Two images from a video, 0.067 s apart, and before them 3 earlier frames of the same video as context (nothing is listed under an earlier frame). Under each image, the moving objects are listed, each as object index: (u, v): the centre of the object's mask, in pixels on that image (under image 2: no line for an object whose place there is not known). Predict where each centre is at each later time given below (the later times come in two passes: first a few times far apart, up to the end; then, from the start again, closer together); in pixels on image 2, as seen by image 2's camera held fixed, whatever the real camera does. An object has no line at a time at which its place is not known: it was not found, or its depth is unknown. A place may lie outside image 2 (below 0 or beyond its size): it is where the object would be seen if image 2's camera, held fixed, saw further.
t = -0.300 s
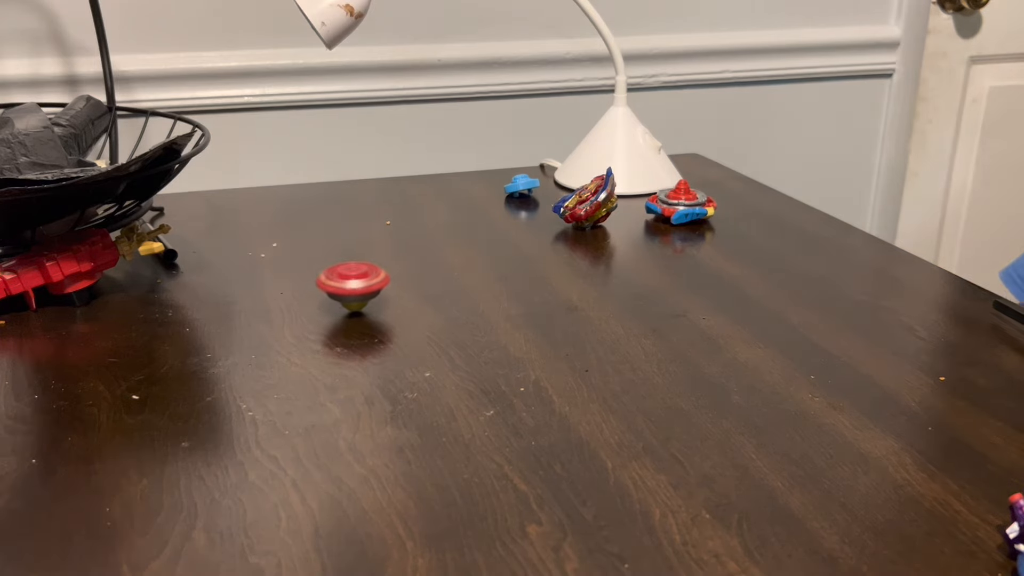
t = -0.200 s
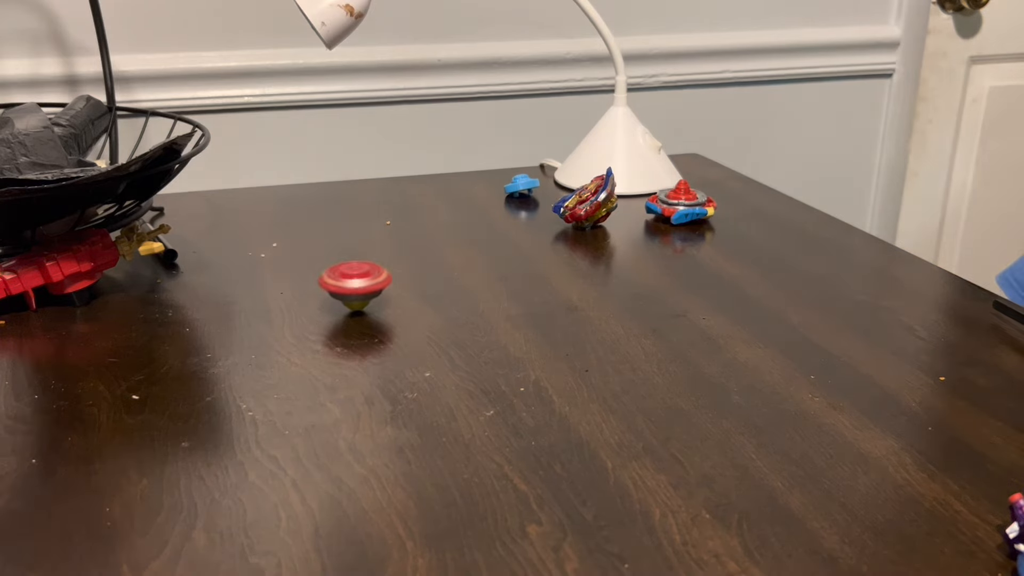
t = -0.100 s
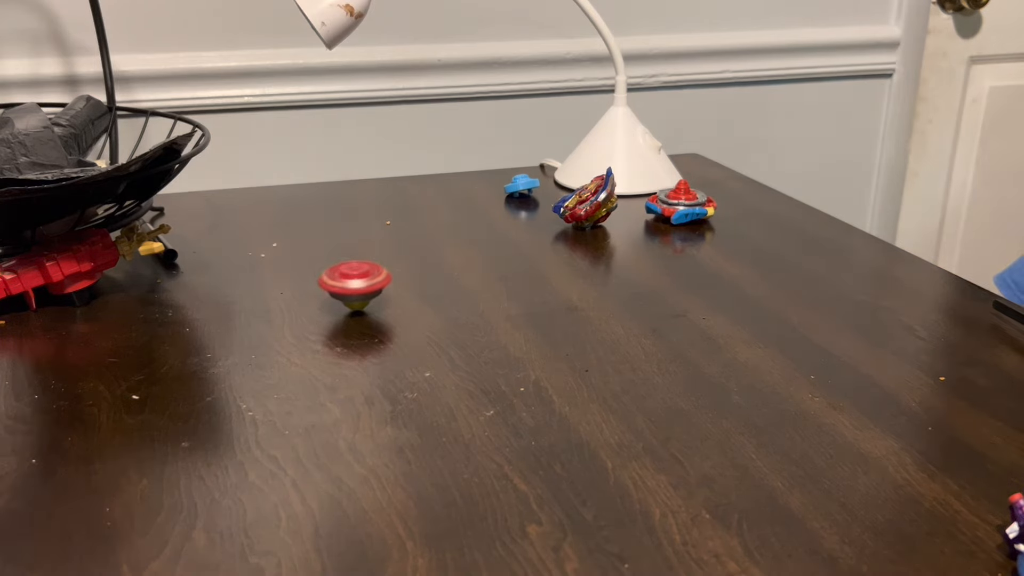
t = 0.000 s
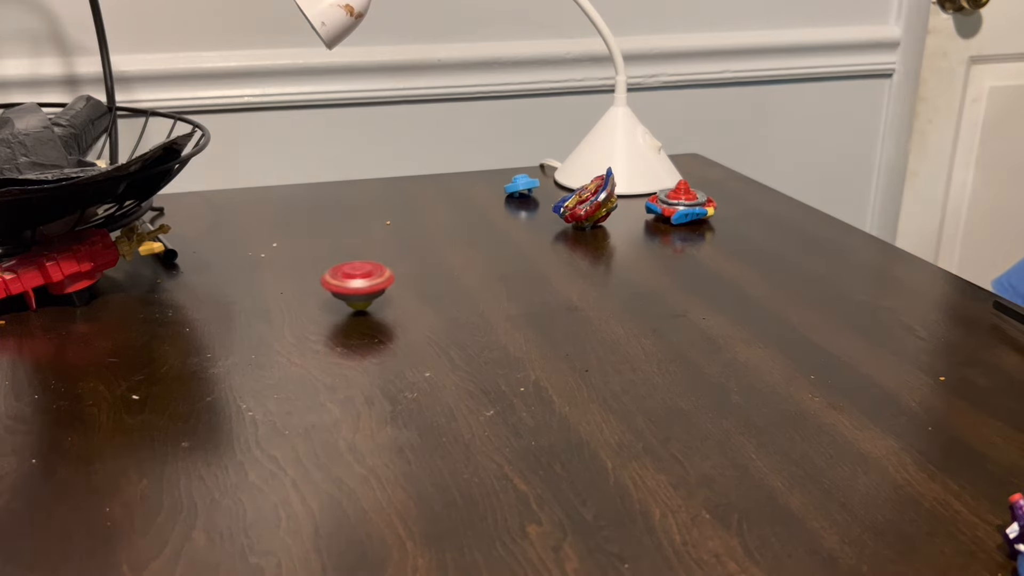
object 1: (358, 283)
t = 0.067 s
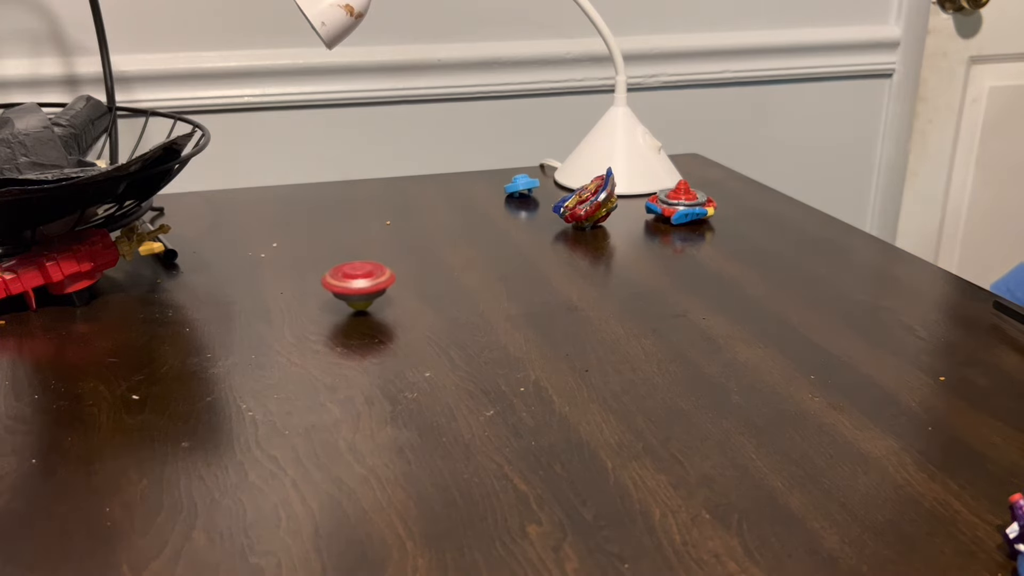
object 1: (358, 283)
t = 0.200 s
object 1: (362, 284)
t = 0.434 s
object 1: (366, 285)
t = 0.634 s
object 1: (366, 286)
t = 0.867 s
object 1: (362, 288)
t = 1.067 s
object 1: (360, 289)
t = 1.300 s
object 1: (359, 289)
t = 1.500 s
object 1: (359, 289)
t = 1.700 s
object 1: (359, 288)
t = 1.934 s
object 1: (358, 289)
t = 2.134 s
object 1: (358, 289)
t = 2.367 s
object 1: (357, 290)
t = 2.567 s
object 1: (356, 290)
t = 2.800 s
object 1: (354, 290)
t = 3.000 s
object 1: (350, 291)
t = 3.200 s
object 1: (348, 291)
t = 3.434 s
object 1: (344, 292)
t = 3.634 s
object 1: (341, 293)
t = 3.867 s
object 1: (337, 294)
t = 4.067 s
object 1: (334, 294)
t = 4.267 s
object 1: (331, 295)
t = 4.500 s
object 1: (328, 295)
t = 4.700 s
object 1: (329, 294)
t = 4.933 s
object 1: (328, 294)
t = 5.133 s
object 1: (328, 294)
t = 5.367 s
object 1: (327, 296)
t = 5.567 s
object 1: (326, 296)
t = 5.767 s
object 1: (324, 298)
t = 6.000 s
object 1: (317, 299)
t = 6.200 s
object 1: (312, 300)
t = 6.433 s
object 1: (305, 300)
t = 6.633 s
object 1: (300, 300)
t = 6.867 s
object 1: (296, 298)
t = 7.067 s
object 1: (295, 298)
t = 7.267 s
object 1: (297, 297)
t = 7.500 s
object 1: (298, 298)
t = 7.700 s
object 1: (300, 299)
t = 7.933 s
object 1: (300, 303)
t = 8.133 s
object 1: (298, 305)
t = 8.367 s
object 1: (294, 306)
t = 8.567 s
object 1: (288, 307)
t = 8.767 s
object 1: (282, 307)
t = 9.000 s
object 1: (279, 306)
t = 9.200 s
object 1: (280, 305)
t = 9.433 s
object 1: (283, 304)
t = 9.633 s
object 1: (286, 305)
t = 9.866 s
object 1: (285, 307)
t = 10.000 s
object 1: (282, 308)
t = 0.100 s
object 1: (359, 283)
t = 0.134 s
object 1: (360, 283)
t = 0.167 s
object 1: (361, 284)
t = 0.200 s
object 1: (362, 284)
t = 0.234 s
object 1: (363, 284)
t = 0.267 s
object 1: (364, 284)
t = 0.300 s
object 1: (364, 284)
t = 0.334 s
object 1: (365, 284)
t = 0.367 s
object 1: (366, 285)
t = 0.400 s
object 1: (366, 285)
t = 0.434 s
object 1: (366, 285)
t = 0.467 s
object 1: (365, 285)
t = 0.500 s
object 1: (365, 285)
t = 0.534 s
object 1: (365, 286)
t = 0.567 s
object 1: (366, 286)
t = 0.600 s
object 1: (366, 286)
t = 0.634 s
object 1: (366, 286)
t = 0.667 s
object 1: (365, 287)
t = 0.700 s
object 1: (364, 287)
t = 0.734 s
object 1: (364, 287)
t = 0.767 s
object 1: (364, 288)
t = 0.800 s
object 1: (364, 288)
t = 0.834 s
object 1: (363, 288)
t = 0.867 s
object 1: (362, 288)
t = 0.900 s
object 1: (361, 288)
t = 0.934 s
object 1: (361, 289)
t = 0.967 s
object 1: (361, 289)
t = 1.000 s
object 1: (361, 289)
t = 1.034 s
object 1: (360, 289)
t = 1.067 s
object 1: (360, 289)
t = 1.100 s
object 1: (360, 289)
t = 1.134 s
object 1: (360, 289)
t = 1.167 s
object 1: (360, 289)
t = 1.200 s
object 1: (359, 289)
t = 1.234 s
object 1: (358, 289)
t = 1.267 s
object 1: (358, 289)
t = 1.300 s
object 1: (359, 289)
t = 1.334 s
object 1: (358, 289)
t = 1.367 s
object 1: (358, 289)
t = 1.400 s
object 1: (358, 289)
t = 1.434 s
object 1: (358, 289)
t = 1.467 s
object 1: (358, 289)
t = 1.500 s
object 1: (359, 289)
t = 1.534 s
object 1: (359, 289)
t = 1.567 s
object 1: (358, 289)
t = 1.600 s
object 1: (358, 289)
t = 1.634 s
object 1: (359, 289)
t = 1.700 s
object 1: (359, 288)
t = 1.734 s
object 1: (358, 289)
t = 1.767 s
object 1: (358, 289)
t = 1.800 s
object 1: (359, 289)
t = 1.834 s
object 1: (359, 289)
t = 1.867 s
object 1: (359, 288)
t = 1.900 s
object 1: (358, 289)
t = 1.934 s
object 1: (358, 289)
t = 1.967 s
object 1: (358, 289)
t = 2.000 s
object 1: (359, 289)
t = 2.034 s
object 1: (358, 289)
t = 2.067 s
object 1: (358, 289)
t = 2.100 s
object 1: (358, 289)
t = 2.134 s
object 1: (358, 289)
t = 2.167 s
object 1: (358, 289)
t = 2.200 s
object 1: (358, 289)
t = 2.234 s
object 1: (357, 289)
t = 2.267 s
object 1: (357, 290)
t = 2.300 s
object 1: (357, 290)
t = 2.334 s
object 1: (358, 290)
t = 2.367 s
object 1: (357, 290)
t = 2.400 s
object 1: (357, 290)
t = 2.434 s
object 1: (356, 290)
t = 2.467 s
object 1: (357, 290)
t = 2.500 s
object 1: (357, 290)
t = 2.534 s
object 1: (356, 290)
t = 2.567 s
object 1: (356, 290)
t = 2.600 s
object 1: (356, 290)
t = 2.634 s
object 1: (356, 290)
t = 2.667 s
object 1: (355, 290)
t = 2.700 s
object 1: (354, 290)
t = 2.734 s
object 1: (354, 290)
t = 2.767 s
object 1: (354, 291)
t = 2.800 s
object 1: (354, 290)
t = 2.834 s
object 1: (353, 290)
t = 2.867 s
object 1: (352, 291)
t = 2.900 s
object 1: (352, 291)
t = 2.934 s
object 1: (352, 291)
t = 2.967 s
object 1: (351, 290)
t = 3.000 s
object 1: (350, 291)
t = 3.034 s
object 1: (350, 291)
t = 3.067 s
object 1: (350, 291)
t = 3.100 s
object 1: (350, 291)
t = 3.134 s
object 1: (349, 291)
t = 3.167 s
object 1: (348, 291)
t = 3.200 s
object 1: (348, 291)
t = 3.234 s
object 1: (348, 291)
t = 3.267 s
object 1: (347, 291)
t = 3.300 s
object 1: (346, 291)
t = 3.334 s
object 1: (346, 292)
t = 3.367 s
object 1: (347, 291)
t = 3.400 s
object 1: (345, 291)
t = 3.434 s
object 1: (344, 292)
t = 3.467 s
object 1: (344, 292)
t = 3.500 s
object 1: (344, 292)
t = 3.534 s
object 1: (343, 292)
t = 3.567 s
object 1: (341, 292)
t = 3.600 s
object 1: (341, 293)
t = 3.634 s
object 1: (341, 293)
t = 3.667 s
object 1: (341, 293)
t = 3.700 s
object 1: (339, 293)
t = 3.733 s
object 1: (339, 294)
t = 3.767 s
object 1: (339, 294)
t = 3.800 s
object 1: (338, 293)
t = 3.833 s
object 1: (337, 294)
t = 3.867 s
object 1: (337, 294)
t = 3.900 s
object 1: (337, 294)
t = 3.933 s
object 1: (337, 294)
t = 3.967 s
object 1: (335, 294)
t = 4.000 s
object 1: (335, 294)
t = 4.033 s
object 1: (335, 294)
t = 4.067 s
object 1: (334, 294)
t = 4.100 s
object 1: (333, 294)
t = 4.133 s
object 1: (333, 295)
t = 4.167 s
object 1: (333, 295)
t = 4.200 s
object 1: (332, 294)
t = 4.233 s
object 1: (331, 295)
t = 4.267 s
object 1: (331, 295)
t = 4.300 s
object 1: (331, 295)
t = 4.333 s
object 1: (330, 295)
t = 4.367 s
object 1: (330, 295)
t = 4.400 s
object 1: (330, 295)
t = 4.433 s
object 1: (330, 295)
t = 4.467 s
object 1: (329, 294)
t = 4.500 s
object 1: (328, 295)
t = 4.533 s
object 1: (329, 295)
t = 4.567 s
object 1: (328, 294)
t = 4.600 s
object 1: (328, 294)
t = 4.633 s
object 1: (328, 295)
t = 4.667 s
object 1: (329, 295)
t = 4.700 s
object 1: (329, 294)
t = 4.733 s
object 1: (328, 294)
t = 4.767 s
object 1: (328, 294)
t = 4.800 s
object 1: (328, 294)
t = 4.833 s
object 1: (328, 294)
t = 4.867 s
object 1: (328, 294)
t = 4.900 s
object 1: (328, 294)
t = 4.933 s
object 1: (328, 294)
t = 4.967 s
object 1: (328, 294)
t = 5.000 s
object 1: (328, 294)
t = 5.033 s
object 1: (328, 294)
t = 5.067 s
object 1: (328, 294)
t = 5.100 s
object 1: (327, 294)
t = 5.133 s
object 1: (328, 294)
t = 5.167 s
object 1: (328, 295)
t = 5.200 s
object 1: (328, 295)
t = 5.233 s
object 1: (328, 295)
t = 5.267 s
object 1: (328, 295)
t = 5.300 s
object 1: (329, 295)
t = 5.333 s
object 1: (327, 295)
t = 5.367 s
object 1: (327, 296)
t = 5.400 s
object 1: (328, 295)
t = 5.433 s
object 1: (327, 295)
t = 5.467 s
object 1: (326, 296)
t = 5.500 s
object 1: (327, 296)
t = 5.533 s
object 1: (327, 296)
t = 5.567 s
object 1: (326, 296)
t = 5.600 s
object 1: (326, 297)
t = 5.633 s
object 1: (326, 297)
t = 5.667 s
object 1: (325, 297)
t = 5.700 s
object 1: (324, 298)
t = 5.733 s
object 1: (324, 298)
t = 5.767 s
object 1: (324, 298)
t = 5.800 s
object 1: (322, 298)
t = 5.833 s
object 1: (321, 298)
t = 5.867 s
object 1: (321, 298)
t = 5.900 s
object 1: (319, 298)
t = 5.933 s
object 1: (318, 299)
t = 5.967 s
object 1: (318, 299)
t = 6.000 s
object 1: (317, 299)
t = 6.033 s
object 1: (315, 299)
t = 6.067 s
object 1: (316, 299)
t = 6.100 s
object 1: (315, 299)
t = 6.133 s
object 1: (313, 300)
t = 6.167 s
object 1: (311, 300)
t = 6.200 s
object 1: (312, 300)
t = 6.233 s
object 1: (310, 300)
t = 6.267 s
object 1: (308, 300)
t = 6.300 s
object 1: (309, 300)
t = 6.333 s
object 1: (308, 300)
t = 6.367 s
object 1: (305, 300)
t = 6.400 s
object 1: (305, 300)
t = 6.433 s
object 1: (305, 300)
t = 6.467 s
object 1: (302, 300)
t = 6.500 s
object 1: (301, 300)
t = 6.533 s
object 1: (301, 300)
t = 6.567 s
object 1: (300, 300)
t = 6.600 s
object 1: (300, 300)
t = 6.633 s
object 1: (300, 300)
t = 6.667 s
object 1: (299, 300)
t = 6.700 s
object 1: (298, 300)
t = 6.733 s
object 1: (299, 299)
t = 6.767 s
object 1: (298, 299)
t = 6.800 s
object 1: (296, 299)
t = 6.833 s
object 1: (296, 299)
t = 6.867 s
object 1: (296, 298)
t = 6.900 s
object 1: (295, 298)
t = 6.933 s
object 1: (295, 298)
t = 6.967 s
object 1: (296, 298)
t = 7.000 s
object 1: (294, 298)
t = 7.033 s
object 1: (295, 298)
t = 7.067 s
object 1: (295, 298)
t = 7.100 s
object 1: (295, 297)
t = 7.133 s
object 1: (295, 298)
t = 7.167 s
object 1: (296, 297)
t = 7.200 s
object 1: (295, 297)
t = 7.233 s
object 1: (296, 297)
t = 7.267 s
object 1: (297, 297)
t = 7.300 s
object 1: (297, 297)
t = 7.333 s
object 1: (297, 297)
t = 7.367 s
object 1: (298, 297)
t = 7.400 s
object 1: (298, 297)
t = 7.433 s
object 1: (297, 298)
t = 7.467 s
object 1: (298, 298)
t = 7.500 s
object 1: (298, 298)
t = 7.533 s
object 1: (298, 298)
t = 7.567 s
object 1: (299, 299)
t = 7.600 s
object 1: (299, 298)
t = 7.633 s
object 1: (299, 299)
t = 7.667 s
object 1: (300, 299)
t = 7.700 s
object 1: (300, 299)
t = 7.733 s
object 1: (300, 300)
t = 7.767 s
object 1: (301, 300)
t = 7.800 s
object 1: (300, 300)
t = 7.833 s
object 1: (300, 301)
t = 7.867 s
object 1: (301, 302)
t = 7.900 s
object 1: (300, 302)
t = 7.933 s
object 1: (300, 303)
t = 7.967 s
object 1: (301, 303)
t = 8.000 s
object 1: (300, 303)
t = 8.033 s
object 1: (299, 304)
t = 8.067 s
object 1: (300, 304)
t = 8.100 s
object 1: (299, 304)
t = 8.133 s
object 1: (298, 305)
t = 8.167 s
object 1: (298, 305)
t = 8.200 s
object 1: (297, 305)
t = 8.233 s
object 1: (296, 306)
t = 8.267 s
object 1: (296, 306)
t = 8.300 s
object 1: (294, 306)
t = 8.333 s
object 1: (294, 306)
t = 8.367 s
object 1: (294, 306)
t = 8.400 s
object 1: (291, 306)
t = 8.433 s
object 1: (291, 307)
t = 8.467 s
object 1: (291, 307)
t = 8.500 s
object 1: (288, 307)
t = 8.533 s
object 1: (288, 307)
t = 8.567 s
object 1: (288, 307)
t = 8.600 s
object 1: (285, 307)
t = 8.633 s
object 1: (286, 307)
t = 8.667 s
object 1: (285, 307)
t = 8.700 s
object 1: (283, 307)
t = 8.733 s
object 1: (284, 307)
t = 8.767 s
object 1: (282, 307)
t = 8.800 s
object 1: (281, 307)
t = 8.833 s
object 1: (282, 306)
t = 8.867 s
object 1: (280, 306)
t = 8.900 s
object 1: (279, 306)
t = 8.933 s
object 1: (280, 306)
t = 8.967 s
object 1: (279, 305)
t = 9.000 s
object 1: (279, 306)
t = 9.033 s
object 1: (280, 305)
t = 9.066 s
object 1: (278, 305)
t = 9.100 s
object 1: (280, 305)
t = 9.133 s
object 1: (279, 305)
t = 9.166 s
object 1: (279, 305)
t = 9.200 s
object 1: (280, 305)
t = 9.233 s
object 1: (281, 304)
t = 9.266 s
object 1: (281, 305)
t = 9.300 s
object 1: (283, 304)
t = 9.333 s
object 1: (283, 304)
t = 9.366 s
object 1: (283, 304)
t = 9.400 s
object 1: (284, 304)
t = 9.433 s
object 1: (283, 304)
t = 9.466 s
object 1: (284, 305)
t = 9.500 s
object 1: (285, 304)
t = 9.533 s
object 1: (284, 305)
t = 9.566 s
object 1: (286, 305)
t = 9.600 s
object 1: (286, 305)
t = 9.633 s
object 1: (286, 305)
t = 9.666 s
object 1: (287, 305)
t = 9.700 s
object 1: (285, 306)
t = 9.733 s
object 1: (286, 306)
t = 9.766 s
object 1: (286, 306)
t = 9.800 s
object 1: (284, 307)
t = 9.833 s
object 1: (286, 307)
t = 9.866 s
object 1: (285, 307)
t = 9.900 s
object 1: (284, 308)
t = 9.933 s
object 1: (284, 308)
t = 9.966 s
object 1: (283, 308)
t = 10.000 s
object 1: (282, 308)
